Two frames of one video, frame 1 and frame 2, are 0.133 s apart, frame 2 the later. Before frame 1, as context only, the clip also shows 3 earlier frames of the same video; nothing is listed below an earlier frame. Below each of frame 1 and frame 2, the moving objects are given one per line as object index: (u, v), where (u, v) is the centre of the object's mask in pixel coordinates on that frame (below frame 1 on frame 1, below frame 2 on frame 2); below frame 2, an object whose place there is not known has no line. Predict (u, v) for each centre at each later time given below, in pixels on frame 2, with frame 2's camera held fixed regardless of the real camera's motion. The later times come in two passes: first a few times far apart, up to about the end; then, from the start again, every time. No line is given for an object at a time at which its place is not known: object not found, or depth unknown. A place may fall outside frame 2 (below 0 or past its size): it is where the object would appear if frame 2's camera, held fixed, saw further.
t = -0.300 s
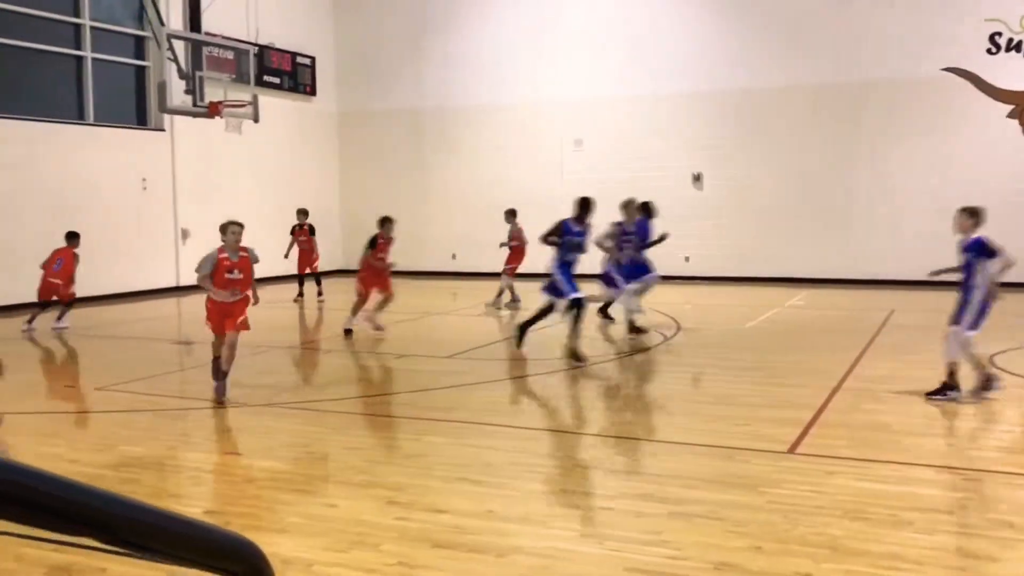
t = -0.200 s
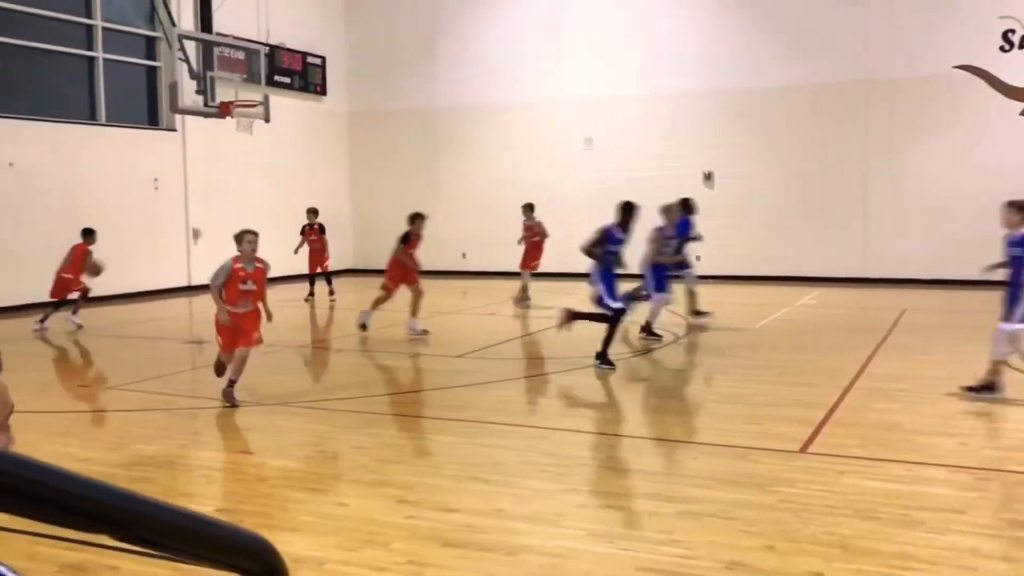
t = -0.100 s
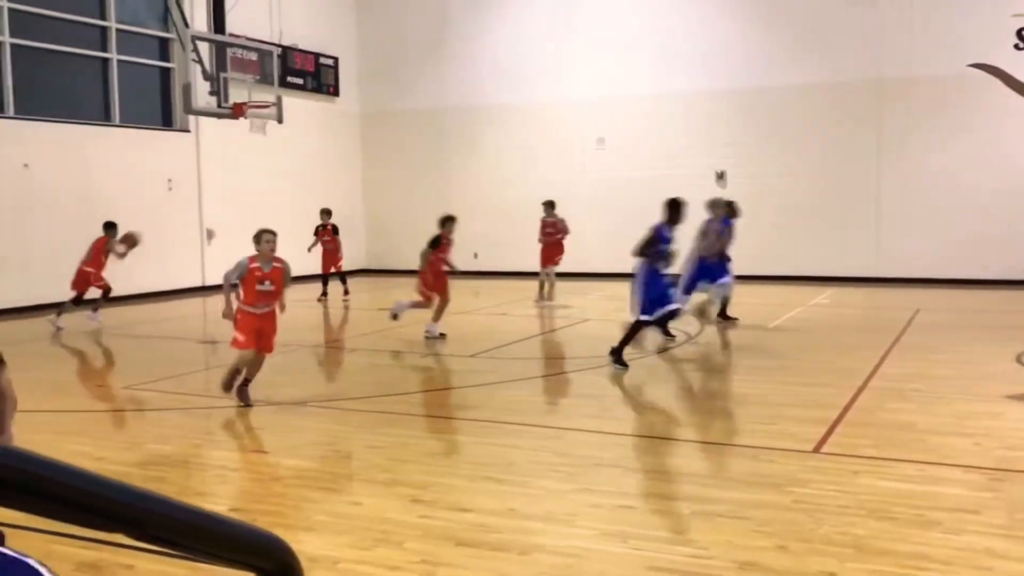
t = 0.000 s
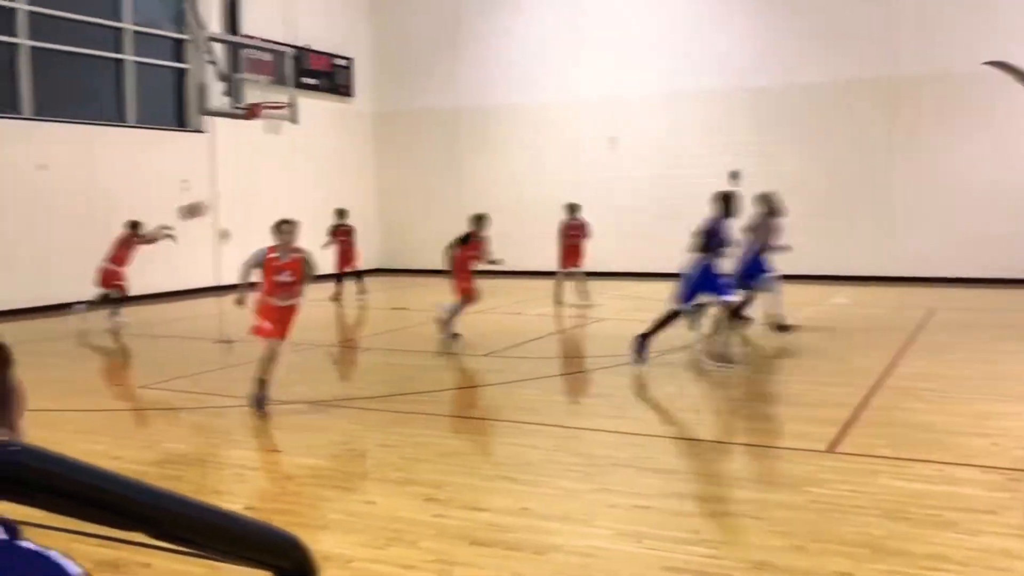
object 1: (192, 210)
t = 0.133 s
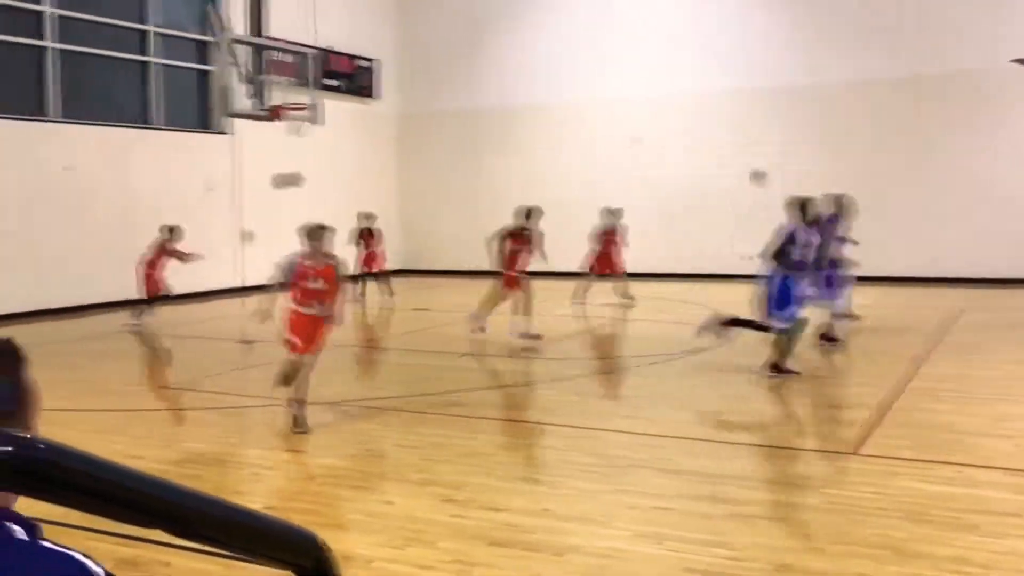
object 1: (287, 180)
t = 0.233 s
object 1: (339, 163)
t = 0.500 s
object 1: (468, 154)
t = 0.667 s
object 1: (545, 170)
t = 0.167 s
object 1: (303, 174)
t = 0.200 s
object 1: (320, 168)
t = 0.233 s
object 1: (339, 163)
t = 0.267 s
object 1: (355, 160)
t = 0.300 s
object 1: (371, 156)
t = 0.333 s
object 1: (387, 154)
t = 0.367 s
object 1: (404, 153)
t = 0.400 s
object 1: (420, 152)
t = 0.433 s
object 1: (437, 152)
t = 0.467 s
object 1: (452, 153)
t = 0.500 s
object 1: (468, 154)
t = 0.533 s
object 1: (484, 155)
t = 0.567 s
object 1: (499, 158)
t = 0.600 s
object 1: (515, 161)
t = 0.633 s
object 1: (530, 165)
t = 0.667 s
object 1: (545, 170)
